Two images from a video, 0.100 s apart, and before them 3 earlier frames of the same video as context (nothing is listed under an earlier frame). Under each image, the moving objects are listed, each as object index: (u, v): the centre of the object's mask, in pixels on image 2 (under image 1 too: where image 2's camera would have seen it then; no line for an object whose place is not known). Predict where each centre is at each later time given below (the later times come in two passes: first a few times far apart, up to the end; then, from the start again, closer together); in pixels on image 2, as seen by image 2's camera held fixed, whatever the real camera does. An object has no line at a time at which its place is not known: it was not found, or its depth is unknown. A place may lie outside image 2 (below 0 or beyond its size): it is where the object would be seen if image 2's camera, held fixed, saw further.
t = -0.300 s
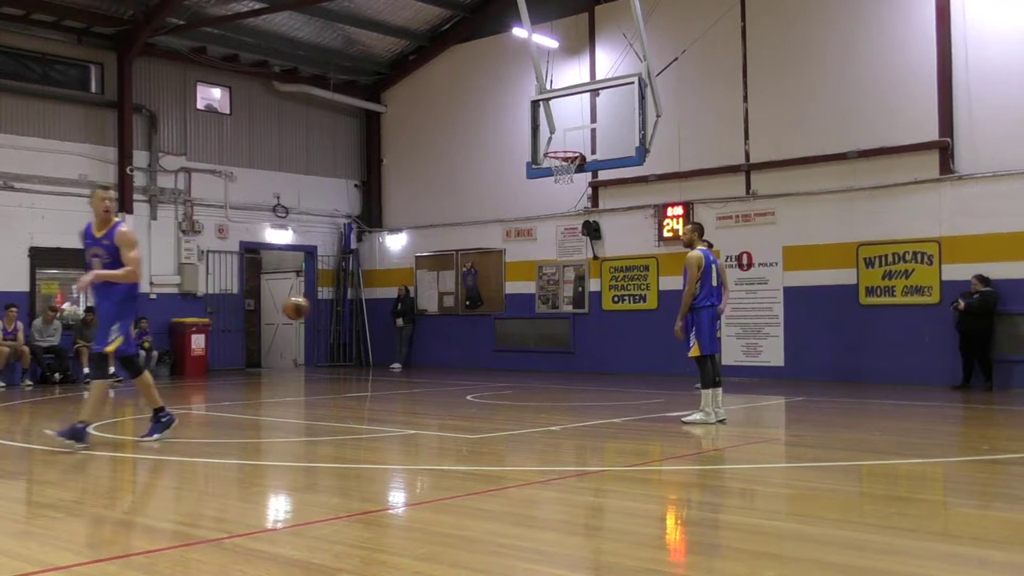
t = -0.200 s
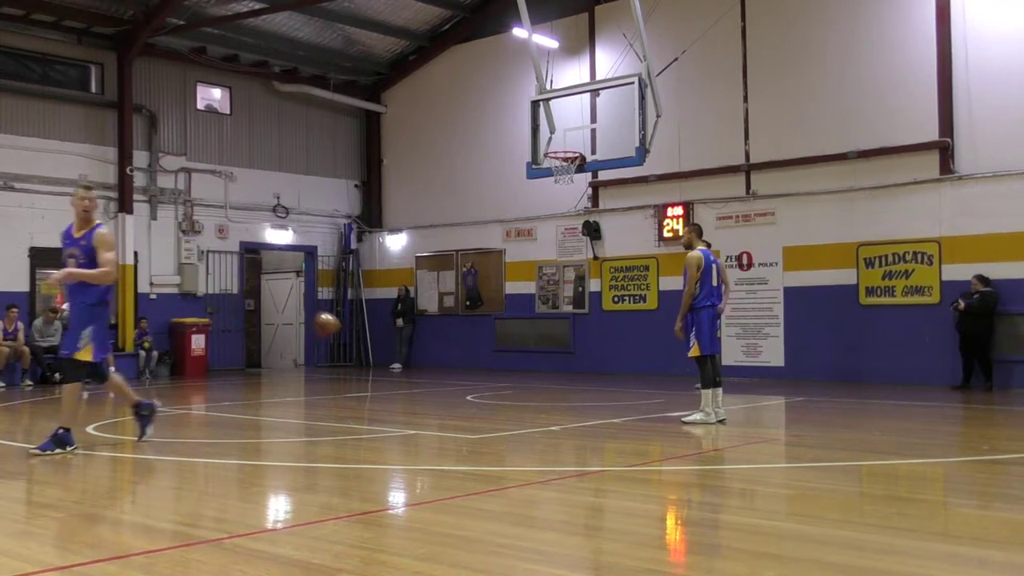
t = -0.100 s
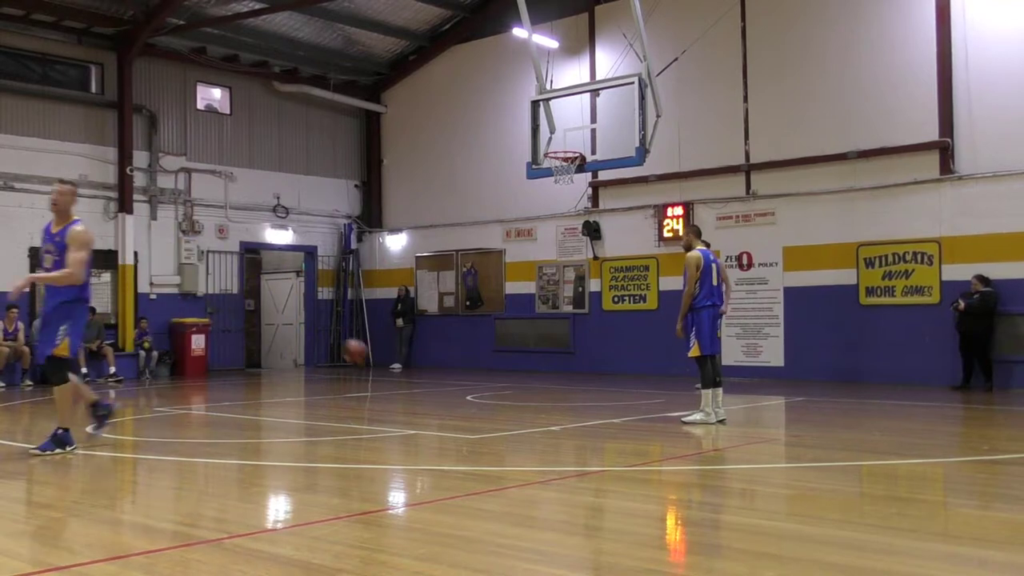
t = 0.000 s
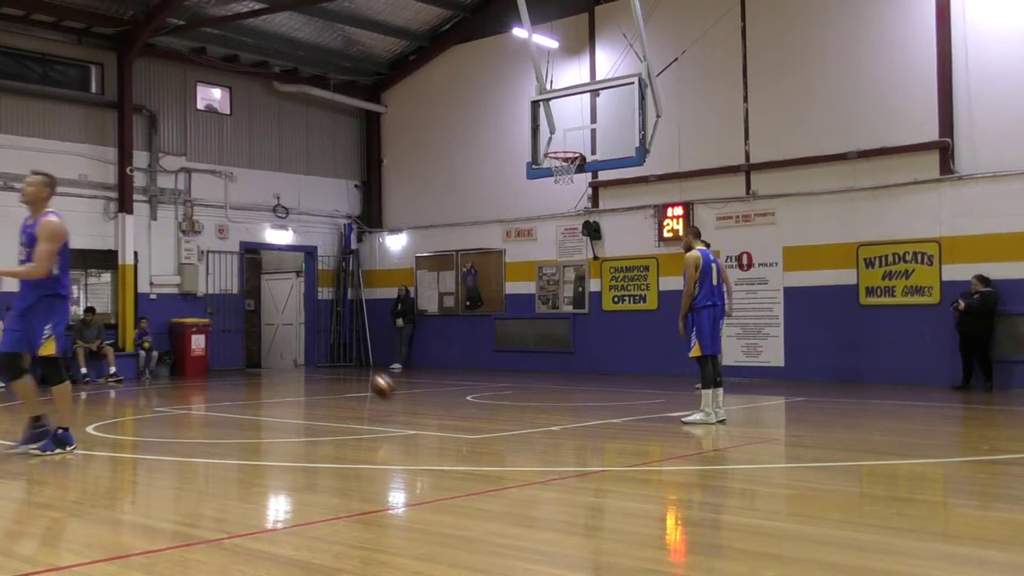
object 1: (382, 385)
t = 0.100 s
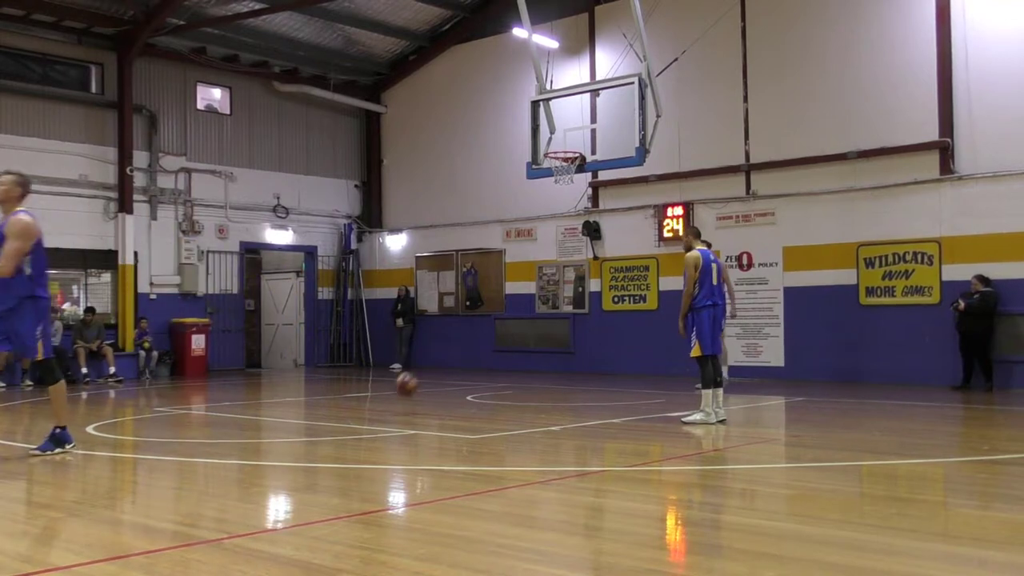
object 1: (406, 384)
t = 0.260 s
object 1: (439, 346)
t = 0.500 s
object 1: (485, 335)
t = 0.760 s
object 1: (533, 381)
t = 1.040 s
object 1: (582, 355)
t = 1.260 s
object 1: (617, 358)
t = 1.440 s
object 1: (646, 391)
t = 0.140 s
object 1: (414, 372)
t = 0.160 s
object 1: (418, 366)
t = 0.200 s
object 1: (426, 358)
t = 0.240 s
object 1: (434, 349)
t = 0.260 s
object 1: (439, 346)
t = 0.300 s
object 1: (446, 341)
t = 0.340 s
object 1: (454, 336)
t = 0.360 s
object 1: (458, 335)
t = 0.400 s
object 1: (466, 333)
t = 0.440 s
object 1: (474, 332)
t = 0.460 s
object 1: (478, 332)
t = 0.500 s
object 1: (485, 335)
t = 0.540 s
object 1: (493, 337)
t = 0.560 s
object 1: (496, 339)
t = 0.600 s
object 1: (504, 345)
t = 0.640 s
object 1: (511, 352)
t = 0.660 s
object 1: (515, 356)
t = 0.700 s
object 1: (523, 364)
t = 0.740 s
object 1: (530, 375)
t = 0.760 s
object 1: (533, 381)
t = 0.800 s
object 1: (540, 394)
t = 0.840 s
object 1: (548, 388)
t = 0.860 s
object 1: (552, 383)
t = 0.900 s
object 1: (558, 374)
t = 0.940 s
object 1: (565, 368)
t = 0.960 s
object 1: (568, 365)
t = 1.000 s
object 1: (575, 359)
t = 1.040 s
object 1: (582, 355)
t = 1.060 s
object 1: (585, 353)
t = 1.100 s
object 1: (592, 352)
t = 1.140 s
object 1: (598, 351)
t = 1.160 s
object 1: (602, 351)
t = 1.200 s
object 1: (608, 353)
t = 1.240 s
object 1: (615, 357)
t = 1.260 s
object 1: (617, 358)
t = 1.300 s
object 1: (624, 364)
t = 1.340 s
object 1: (630, 369)
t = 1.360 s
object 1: (633, 373)
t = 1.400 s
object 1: (639, 382)
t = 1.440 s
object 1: (646, 391)
